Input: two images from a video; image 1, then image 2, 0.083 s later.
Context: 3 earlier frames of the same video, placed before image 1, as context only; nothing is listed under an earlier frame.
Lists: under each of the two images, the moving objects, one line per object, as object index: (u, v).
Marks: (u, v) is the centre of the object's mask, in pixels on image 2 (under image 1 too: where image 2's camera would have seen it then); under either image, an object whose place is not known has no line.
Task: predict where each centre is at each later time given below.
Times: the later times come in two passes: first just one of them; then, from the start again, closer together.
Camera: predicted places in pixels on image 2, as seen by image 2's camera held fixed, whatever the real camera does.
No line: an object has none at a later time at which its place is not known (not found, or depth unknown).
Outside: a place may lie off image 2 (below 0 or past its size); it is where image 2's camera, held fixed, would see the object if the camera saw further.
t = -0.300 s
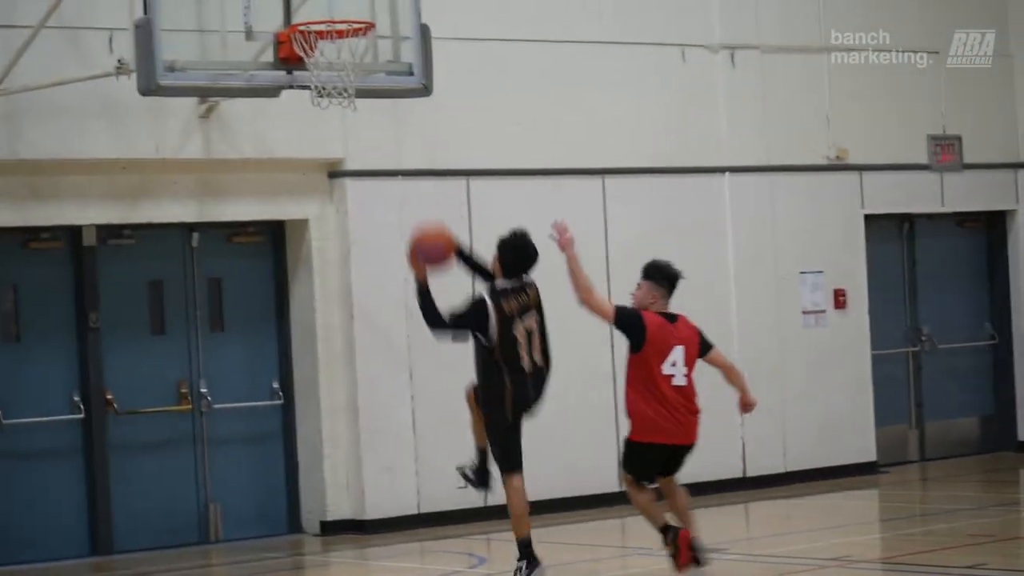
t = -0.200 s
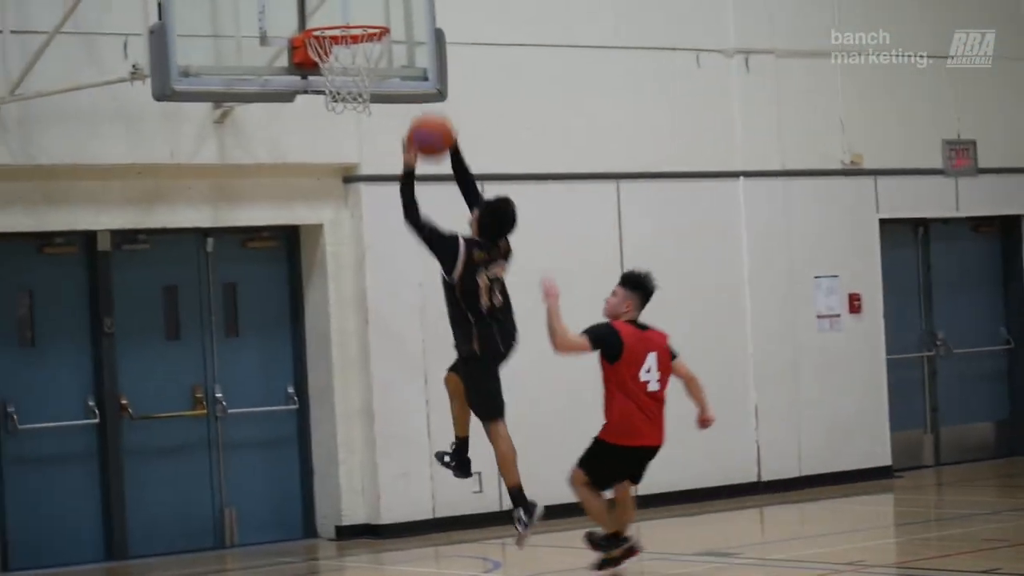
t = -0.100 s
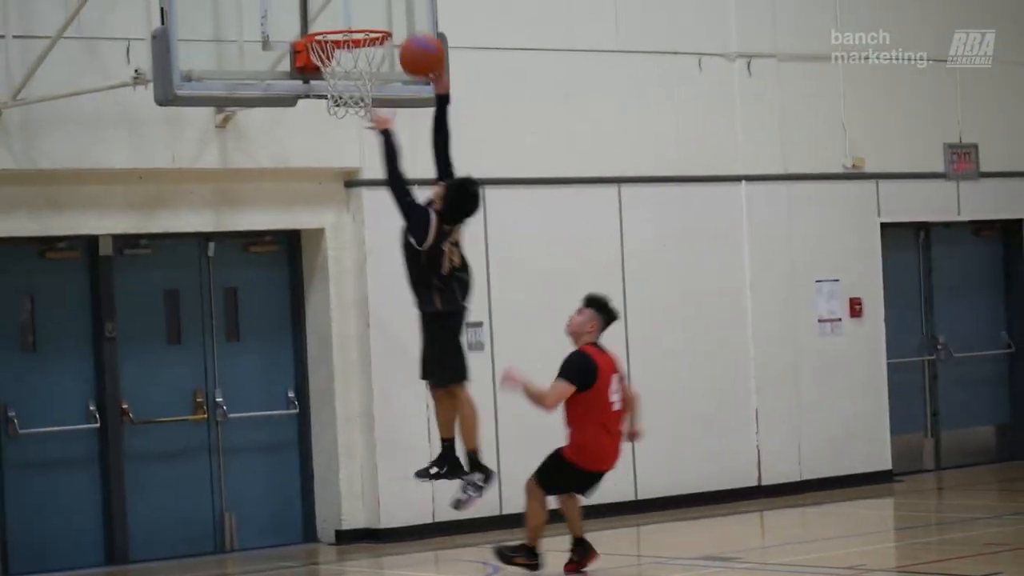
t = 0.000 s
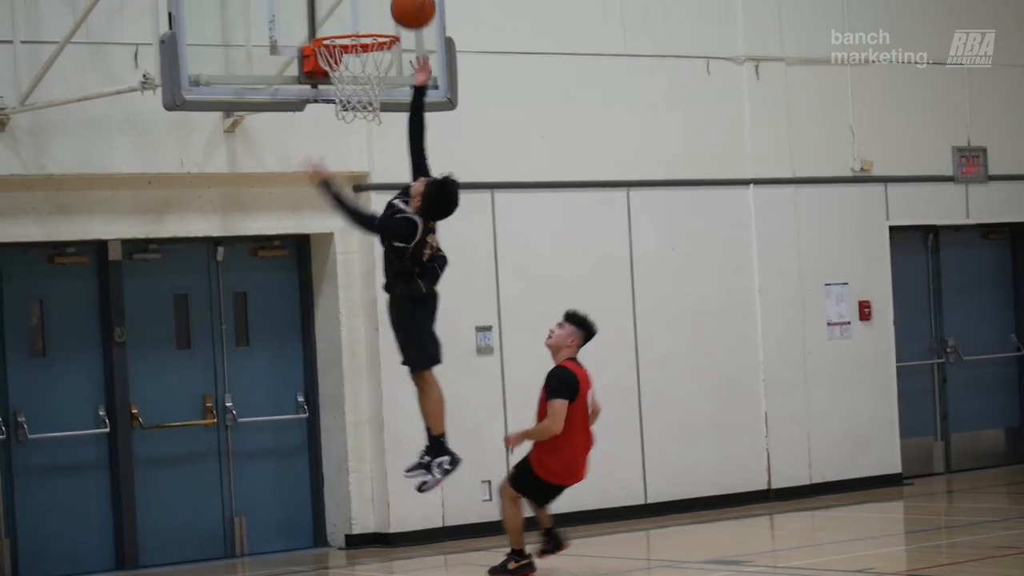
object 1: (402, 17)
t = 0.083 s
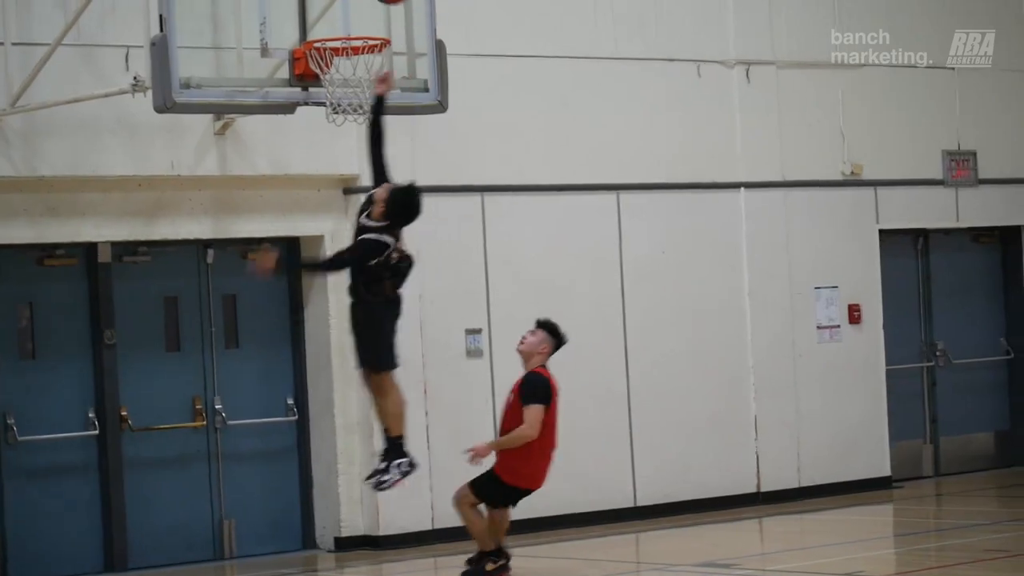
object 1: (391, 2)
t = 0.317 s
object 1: (358, -11)
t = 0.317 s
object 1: (358, -11)
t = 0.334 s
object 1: (356, -10)
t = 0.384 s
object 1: (351, -7)
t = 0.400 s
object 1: (349, -5)
